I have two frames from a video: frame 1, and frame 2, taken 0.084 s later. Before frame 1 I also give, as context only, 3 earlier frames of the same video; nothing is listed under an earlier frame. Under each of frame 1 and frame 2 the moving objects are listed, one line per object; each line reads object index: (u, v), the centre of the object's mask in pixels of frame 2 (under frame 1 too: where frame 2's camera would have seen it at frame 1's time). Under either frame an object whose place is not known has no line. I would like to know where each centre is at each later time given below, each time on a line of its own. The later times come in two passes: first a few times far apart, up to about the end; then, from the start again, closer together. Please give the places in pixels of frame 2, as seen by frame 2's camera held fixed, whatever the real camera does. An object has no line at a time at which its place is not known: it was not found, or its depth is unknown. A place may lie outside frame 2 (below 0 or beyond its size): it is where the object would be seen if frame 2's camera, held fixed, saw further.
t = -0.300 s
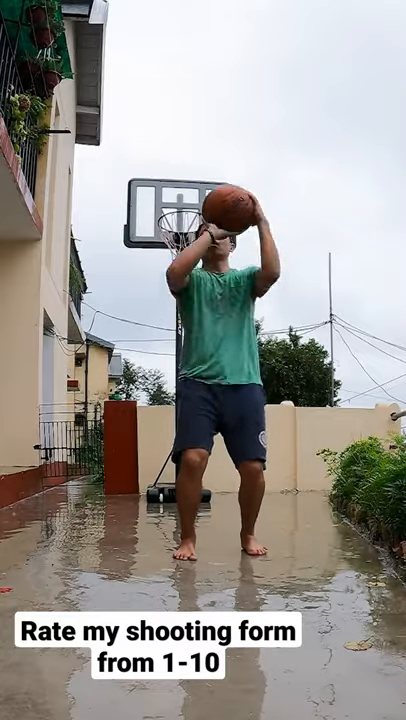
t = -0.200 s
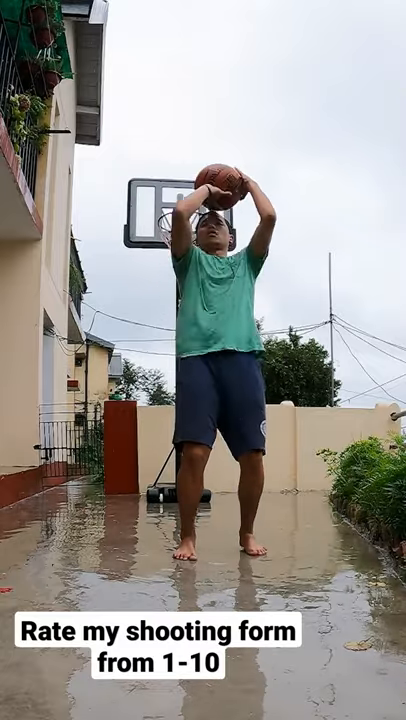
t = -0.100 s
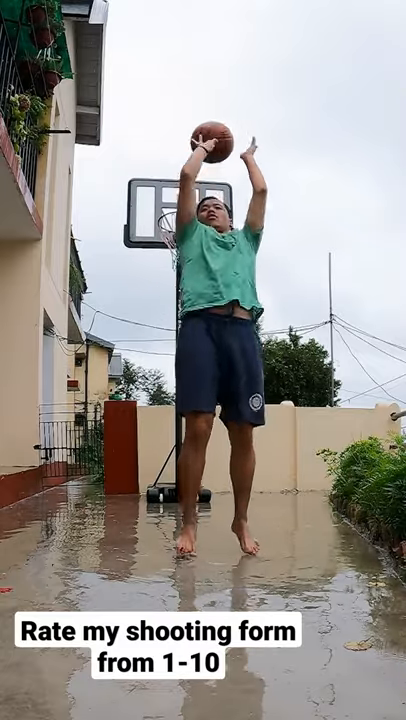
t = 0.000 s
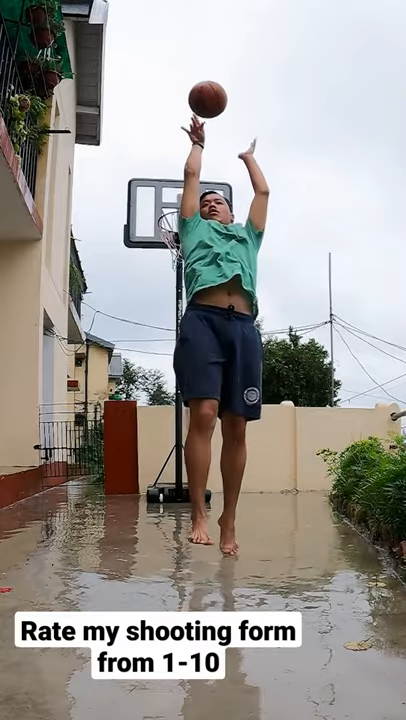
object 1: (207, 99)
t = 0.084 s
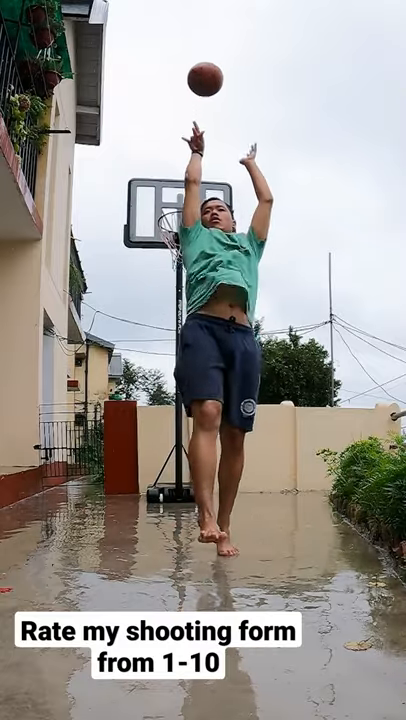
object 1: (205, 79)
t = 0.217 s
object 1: (202, 67)
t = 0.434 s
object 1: (200, 85)
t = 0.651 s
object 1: (199, 141)
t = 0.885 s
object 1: (193, 222)
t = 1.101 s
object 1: (163, 245)
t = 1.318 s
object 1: (158, 255)
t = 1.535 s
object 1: (161, 310)
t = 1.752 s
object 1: (163, 422)
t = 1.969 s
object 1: (171, 439)
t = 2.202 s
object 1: (186, 360)
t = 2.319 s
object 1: (194, 345)
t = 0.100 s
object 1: (205, 76)
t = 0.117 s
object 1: (204, 74)
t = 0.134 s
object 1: (204, 72)
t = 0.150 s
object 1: (203, 70)
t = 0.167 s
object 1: (203, 69)
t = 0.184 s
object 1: (203, 68)
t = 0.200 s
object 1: (203, 67)
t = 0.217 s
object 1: (202, 67)
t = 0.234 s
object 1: (202, 67)
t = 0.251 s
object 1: (202, 67)
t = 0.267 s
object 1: (202, 67)
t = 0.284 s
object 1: (201, 68)
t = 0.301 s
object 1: (201, 69)
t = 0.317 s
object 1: (201, 70)
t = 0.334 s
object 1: (201, 71)
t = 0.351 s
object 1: (201, 73)
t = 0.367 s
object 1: (200, 75)
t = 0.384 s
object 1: (200, 77)
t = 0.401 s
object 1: (200, 79)
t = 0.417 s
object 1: (200, 82)
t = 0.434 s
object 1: (200, 85)
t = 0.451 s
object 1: (200, 88)
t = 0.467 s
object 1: (200, 91)
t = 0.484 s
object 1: (200, 94)
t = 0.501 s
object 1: (199, 98)
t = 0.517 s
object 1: (199, 102)
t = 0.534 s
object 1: (199, 106)
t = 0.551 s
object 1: (199, 110)
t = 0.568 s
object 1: (199, 115)
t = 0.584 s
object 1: (199, 120)
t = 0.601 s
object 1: (199, 125)
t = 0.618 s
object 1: (199, 130)
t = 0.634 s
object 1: (199, 135)
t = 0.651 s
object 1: (199, 141)
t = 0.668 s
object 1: (199, 147)
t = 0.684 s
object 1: (199, 153)
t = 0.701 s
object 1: (199, 159)
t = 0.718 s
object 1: (199, 165)
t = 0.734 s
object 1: (199, 172)
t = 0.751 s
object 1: (199, 179)
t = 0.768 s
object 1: (198, 186)
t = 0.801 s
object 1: (197, 201)
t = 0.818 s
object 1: (197, 208)
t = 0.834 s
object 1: (198, 212)
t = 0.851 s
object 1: (196, 216)
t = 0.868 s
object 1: (195, 220)
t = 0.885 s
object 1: (193, 222)
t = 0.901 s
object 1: (192, 224)
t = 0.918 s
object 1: (189, 228)
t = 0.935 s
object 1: (186, 230)
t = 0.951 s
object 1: (184, 231)
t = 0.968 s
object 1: (182, 232)
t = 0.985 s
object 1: (179, 234)
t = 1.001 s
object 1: (176, 233)
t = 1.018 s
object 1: (174, 235)
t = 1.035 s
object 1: (171, 238)
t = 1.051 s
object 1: (168, 241)
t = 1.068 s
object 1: (166, 243)
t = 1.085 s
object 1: (164, 245)
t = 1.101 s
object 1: (163, 245)
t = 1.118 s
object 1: (161, 245)
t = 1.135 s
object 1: (161, 246)
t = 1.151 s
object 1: (160, 245)
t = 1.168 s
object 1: (159, 246)
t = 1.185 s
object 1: (159, 246)
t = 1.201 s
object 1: (158, 246)
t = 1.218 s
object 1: (158, 247)
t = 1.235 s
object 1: (158, 248)
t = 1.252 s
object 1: (158, 249)
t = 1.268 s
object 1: (158, 249)
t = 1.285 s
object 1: (158, 251)
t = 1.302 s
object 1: (158, 253)
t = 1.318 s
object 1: (158, 255)
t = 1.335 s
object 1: (159, 257)
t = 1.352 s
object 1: (159, 260)
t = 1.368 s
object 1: (159, 263)
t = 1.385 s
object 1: (159, 266)
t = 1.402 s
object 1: (160, 270)
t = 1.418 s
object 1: (160, 274)
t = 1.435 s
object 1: (160, 278)
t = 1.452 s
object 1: (160, 283)
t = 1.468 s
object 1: (160, 287)
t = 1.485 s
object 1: (160, 293)
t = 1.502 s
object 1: (160, 298)
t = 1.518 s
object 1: (161, 304)
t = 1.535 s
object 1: (161, 310)
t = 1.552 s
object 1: (161, 316)
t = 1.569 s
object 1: (161, 323)
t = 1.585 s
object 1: (161, 330)
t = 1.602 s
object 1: (161, 338)
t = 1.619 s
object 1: (161, 346)
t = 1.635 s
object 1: (162, 354)
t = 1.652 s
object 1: (162, 362)
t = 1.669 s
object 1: (162, 371)
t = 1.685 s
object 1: (162, 381)
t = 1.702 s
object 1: (162, 390)
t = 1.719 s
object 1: (163, 401)
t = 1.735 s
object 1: (163, 411)
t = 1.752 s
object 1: (163, 422)
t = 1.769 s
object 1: (163, 433)
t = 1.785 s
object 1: (164, 445)
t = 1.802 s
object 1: (164, 457)
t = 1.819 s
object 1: (164, 469)
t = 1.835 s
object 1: (165, 482)
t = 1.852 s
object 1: (165, 494)
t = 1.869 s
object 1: (166, 493)
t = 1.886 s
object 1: (167, 483)
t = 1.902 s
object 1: (168, 473)
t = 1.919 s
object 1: (168, 464)
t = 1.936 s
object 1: (169, 456)
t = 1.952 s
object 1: (170, 447)
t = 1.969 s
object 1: (171, 439)
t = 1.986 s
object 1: (172, 431)
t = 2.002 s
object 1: (173, 424)
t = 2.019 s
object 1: (175, 416)
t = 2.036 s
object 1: (176, 410)
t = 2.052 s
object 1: (177, 403)
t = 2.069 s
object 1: (178, 398)
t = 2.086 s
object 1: (179, 392)
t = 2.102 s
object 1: (180, 386)
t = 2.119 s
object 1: (181, 382)
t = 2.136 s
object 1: (182, 376)
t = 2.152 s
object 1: (183, 372)
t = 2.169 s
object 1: (184, 368)
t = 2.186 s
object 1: (185, 364)
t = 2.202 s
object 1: (186, 360)
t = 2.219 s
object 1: (187, 357)
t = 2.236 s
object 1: (188, 354)
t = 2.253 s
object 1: (189, 352)
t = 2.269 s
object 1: (190, 350)
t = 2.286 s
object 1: (191, 348)
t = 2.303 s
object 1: (192, 346)
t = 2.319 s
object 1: (194, 345)
